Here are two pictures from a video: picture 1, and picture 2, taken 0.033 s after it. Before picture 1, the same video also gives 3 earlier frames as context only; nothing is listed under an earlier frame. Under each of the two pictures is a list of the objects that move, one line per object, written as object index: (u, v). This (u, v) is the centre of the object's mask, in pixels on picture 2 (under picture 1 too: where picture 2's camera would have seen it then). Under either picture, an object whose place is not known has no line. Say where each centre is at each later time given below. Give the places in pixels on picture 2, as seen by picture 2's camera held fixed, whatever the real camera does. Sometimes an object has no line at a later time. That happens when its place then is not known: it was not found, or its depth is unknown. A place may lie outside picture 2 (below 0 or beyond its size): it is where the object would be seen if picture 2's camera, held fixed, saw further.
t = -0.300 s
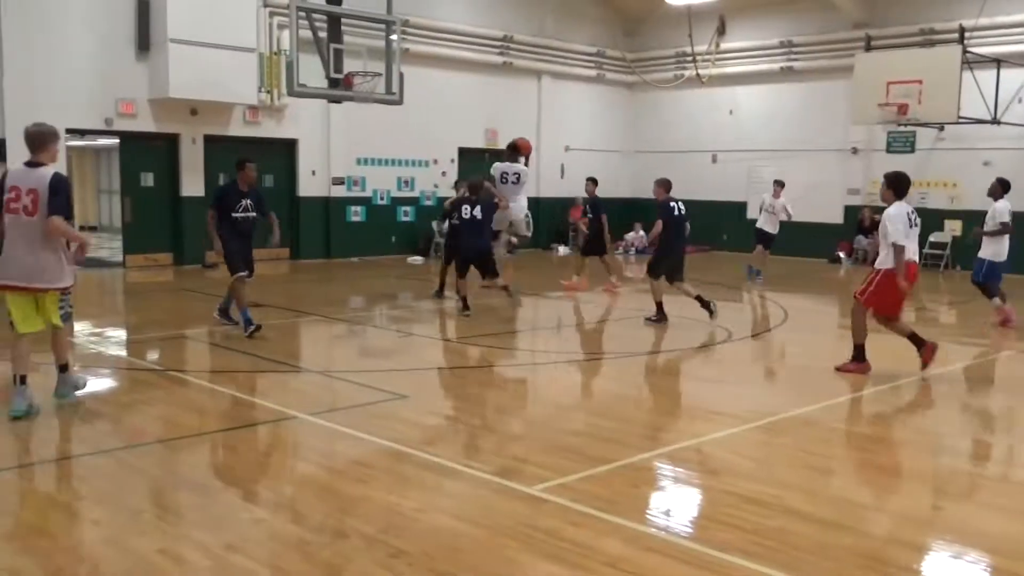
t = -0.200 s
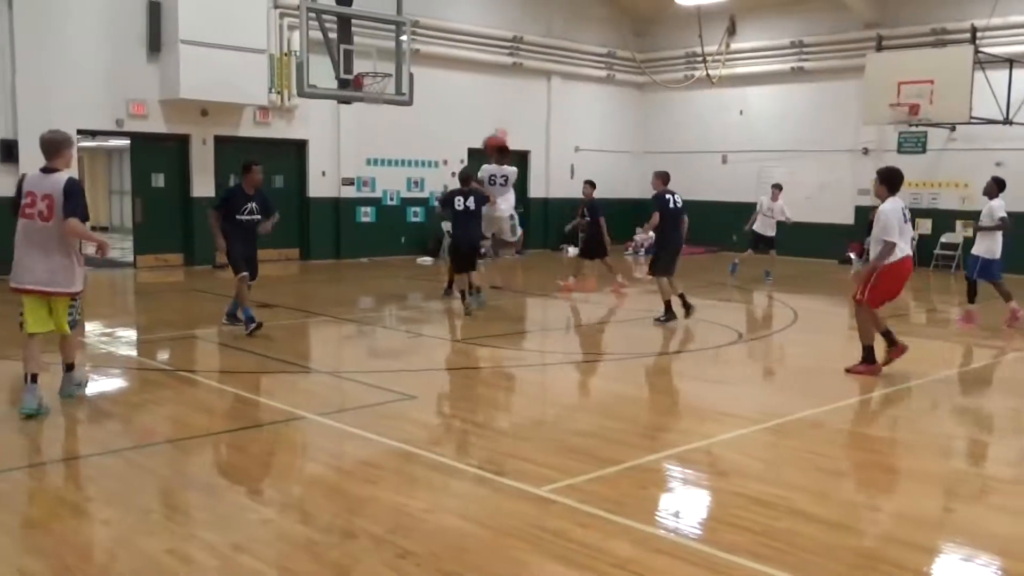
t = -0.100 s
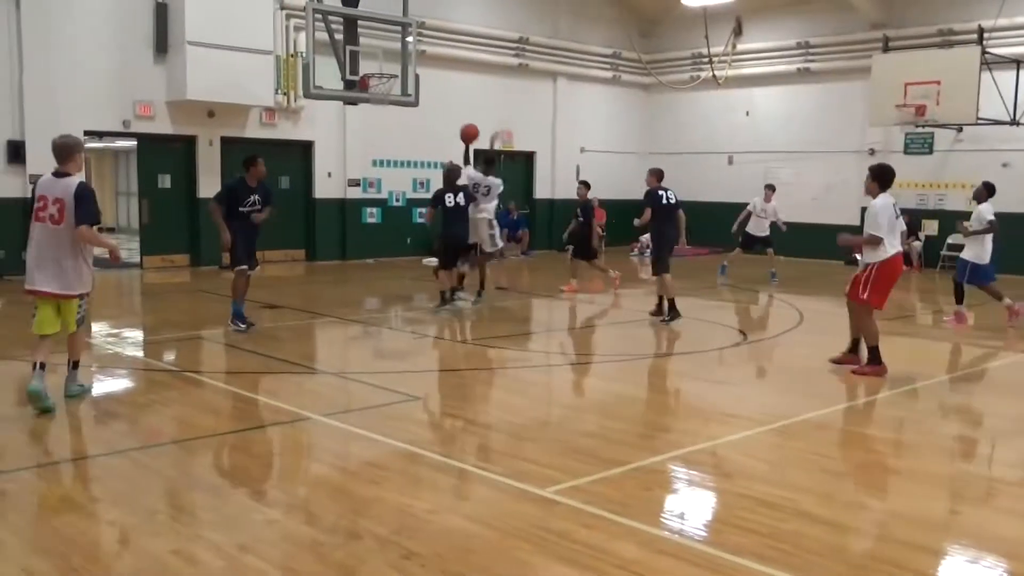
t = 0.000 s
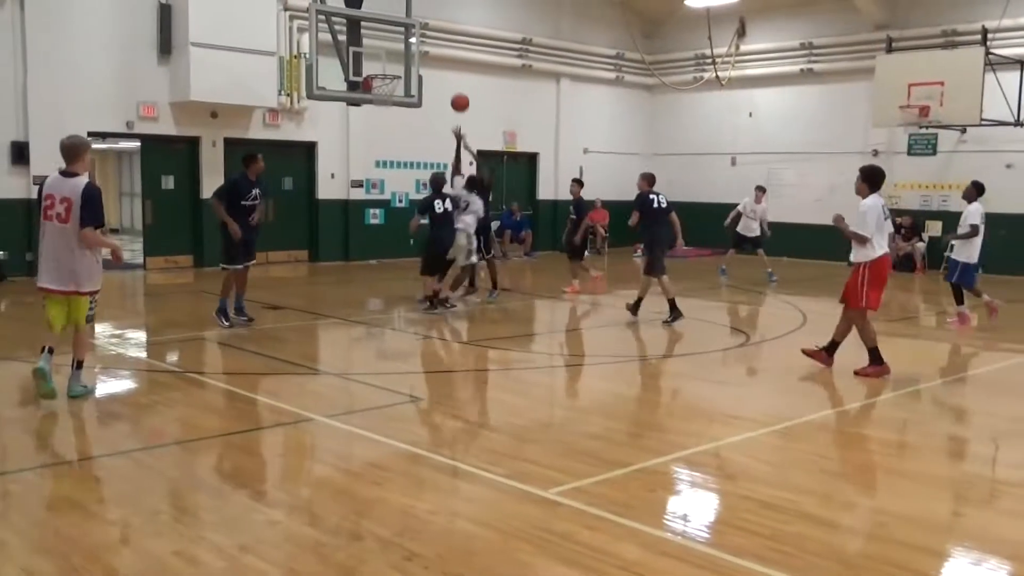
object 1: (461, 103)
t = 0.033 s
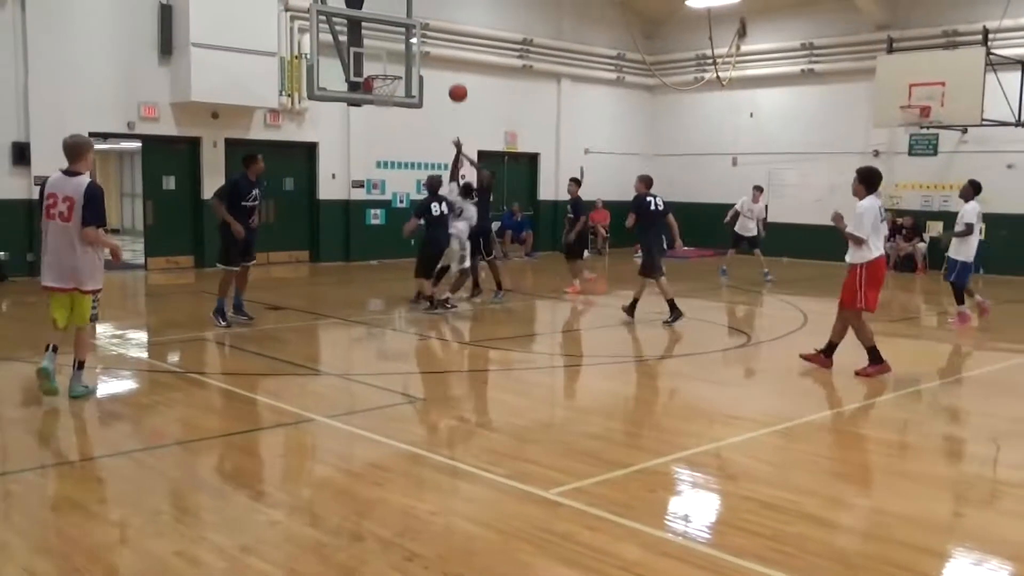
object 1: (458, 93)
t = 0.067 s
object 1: (455, 84)
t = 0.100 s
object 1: (452, 76)
